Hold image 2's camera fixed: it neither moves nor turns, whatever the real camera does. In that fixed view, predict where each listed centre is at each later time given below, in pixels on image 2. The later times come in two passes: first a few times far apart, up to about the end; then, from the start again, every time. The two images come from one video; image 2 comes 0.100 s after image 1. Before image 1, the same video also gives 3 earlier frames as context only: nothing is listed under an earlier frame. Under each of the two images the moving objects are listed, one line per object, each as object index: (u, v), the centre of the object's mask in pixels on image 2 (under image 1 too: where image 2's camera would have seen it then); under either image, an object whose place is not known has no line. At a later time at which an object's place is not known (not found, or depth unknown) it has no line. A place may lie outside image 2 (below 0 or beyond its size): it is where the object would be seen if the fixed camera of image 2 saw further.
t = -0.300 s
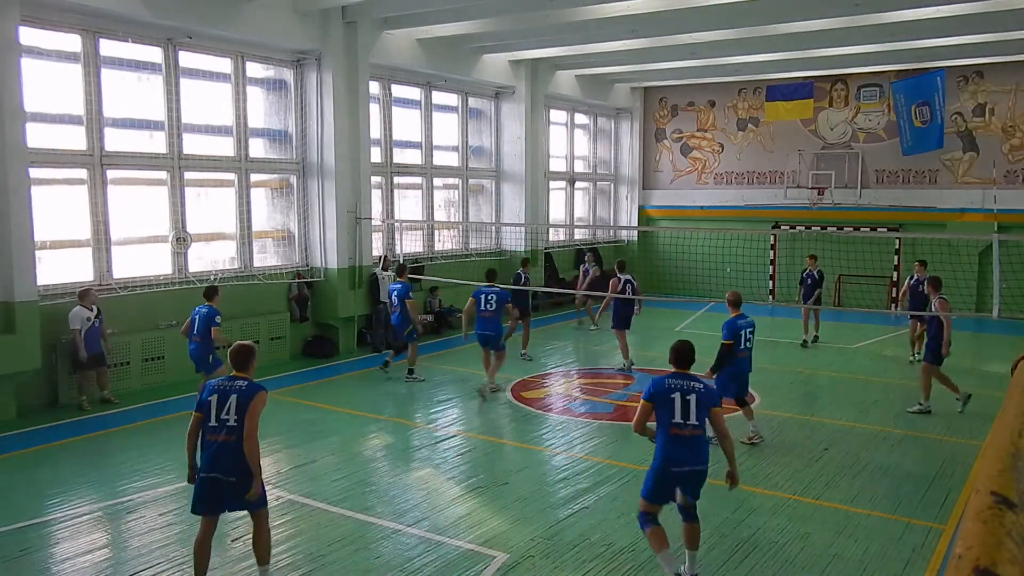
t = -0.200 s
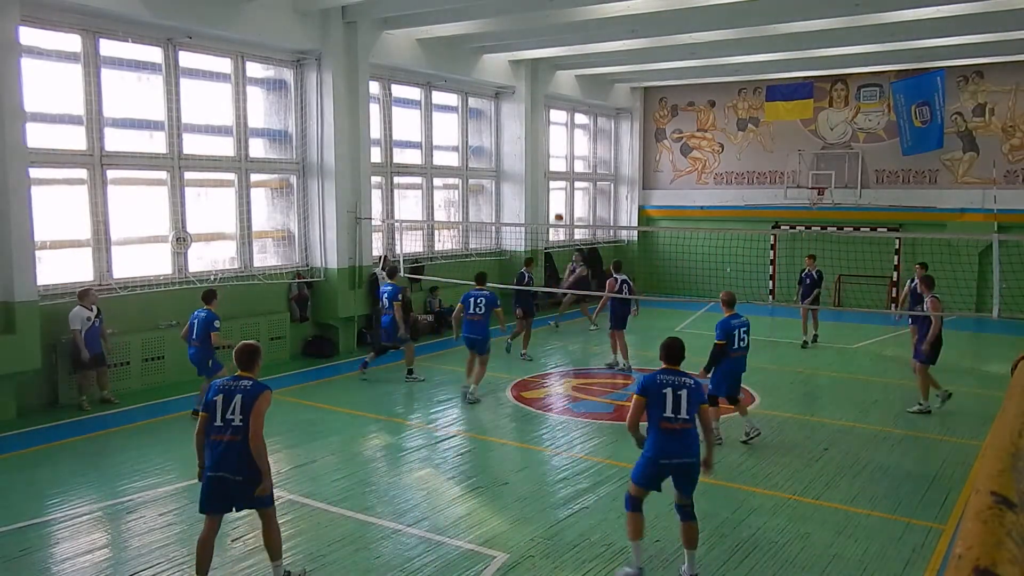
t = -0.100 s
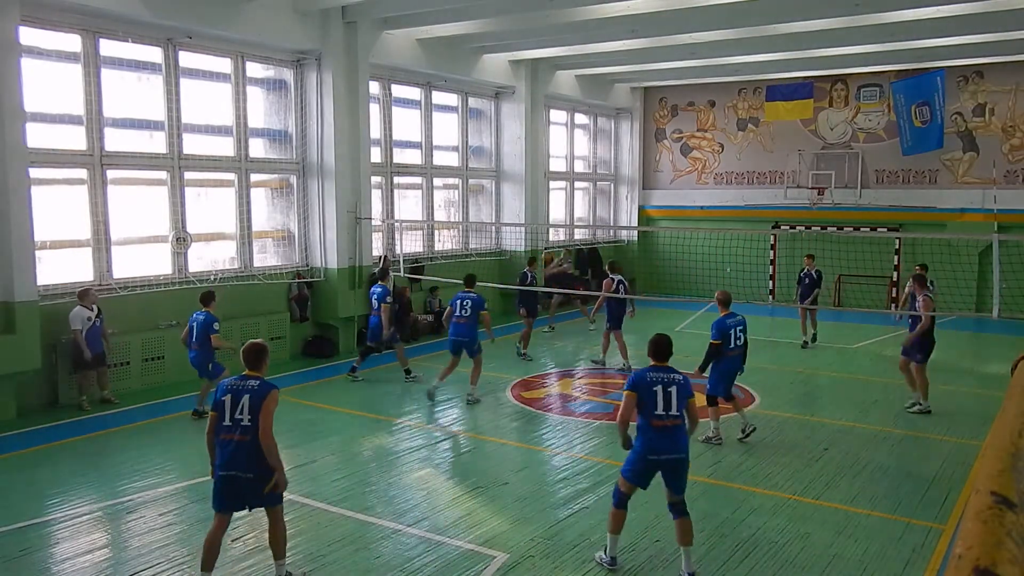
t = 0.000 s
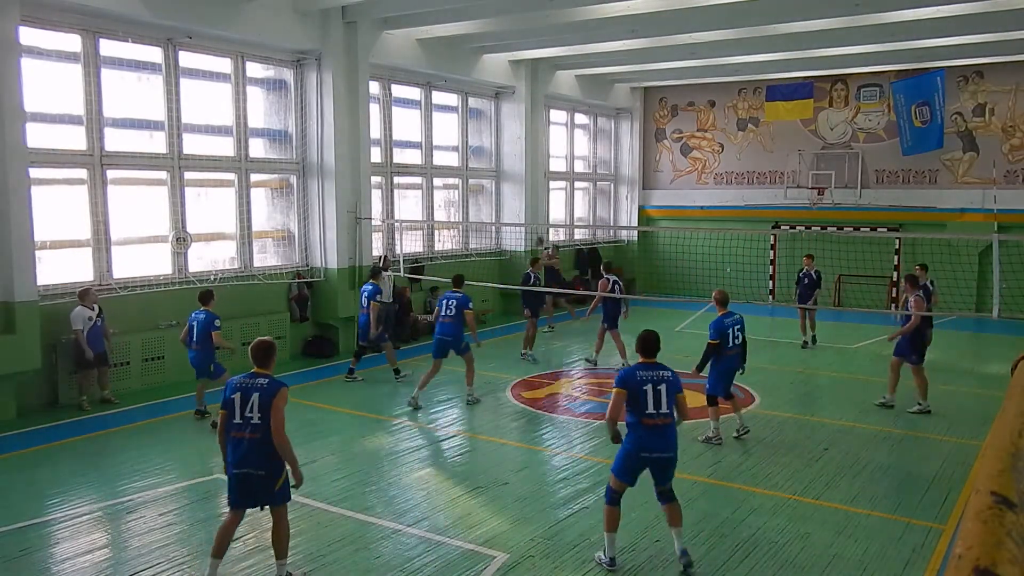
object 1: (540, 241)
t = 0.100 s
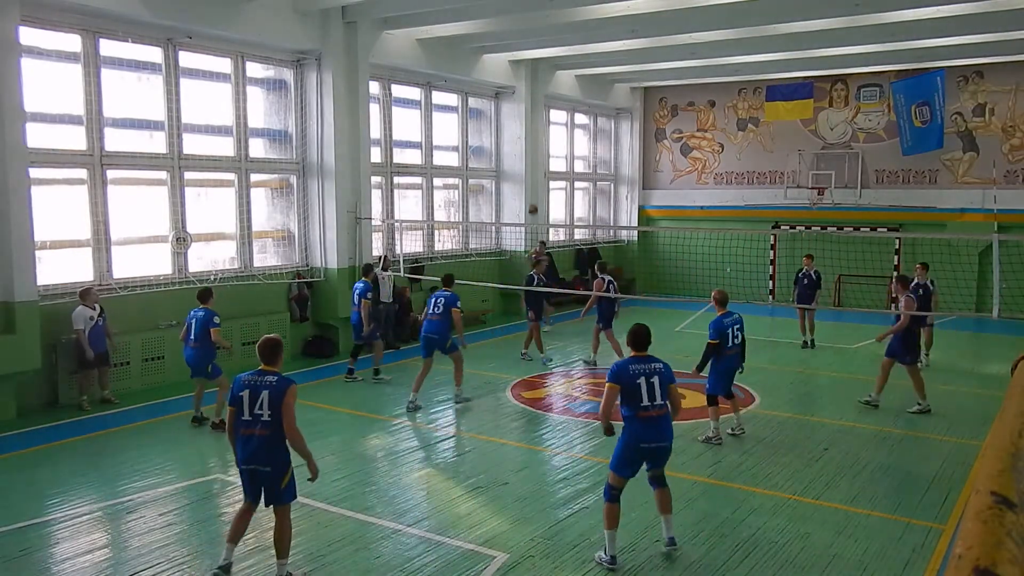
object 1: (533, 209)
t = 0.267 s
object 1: (520, 165)
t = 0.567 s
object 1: (496, 115)
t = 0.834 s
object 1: (473, 114)
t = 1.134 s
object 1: (443, 183)
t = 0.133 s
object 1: (530, 201)
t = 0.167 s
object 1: (528, 191)
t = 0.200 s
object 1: (526, 182)
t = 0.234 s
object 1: (523, 173)
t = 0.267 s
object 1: (520, 165)
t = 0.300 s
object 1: (518, 157)
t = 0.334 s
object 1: (516, 150)
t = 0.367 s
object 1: (513, 143)
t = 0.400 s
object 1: (509, 137)
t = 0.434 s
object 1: (507, 131)
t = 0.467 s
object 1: (504, 126)
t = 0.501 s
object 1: (502, 122)
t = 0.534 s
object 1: (499, 118)
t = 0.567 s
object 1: (496, 115)
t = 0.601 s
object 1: (493, 112)
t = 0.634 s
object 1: (491, 110)
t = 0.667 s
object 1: (488, 109)
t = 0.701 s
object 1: (485, 108)
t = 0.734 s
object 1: (482, 108)
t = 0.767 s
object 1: (479, 109)
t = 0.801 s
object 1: (476, 111)
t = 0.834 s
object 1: (473, 114)
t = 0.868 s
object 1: (470, 117)
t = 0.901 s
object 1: (467, 122)
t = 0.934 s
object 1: (464, 127)
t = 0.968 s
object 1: (460, 134)
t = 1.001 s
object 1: (457, 142)
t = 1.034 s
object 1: (453, 150)
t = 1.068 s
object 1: (450, 160)
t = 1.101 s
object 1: (446, 171)
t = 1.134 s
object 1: (443, 183)
